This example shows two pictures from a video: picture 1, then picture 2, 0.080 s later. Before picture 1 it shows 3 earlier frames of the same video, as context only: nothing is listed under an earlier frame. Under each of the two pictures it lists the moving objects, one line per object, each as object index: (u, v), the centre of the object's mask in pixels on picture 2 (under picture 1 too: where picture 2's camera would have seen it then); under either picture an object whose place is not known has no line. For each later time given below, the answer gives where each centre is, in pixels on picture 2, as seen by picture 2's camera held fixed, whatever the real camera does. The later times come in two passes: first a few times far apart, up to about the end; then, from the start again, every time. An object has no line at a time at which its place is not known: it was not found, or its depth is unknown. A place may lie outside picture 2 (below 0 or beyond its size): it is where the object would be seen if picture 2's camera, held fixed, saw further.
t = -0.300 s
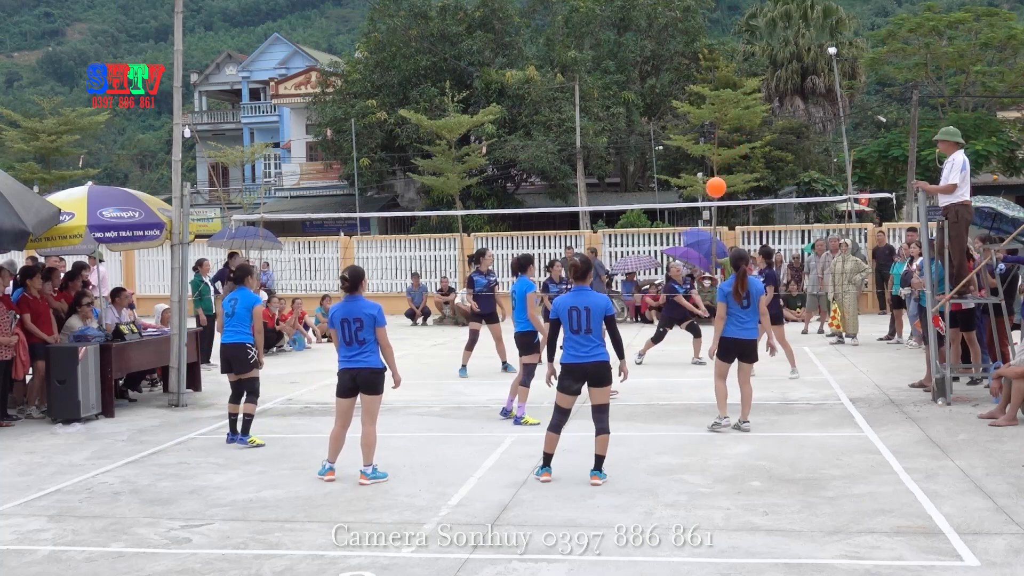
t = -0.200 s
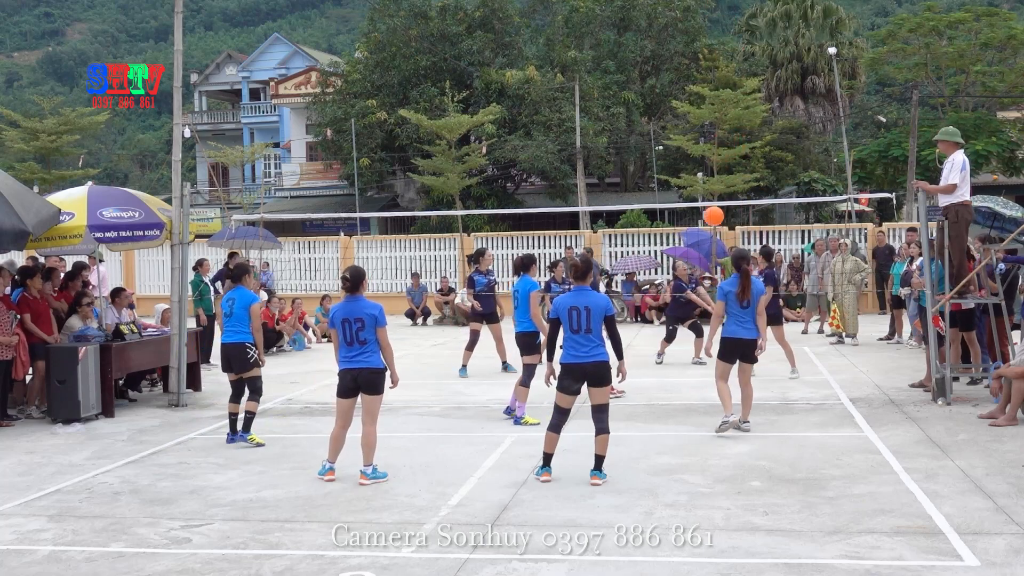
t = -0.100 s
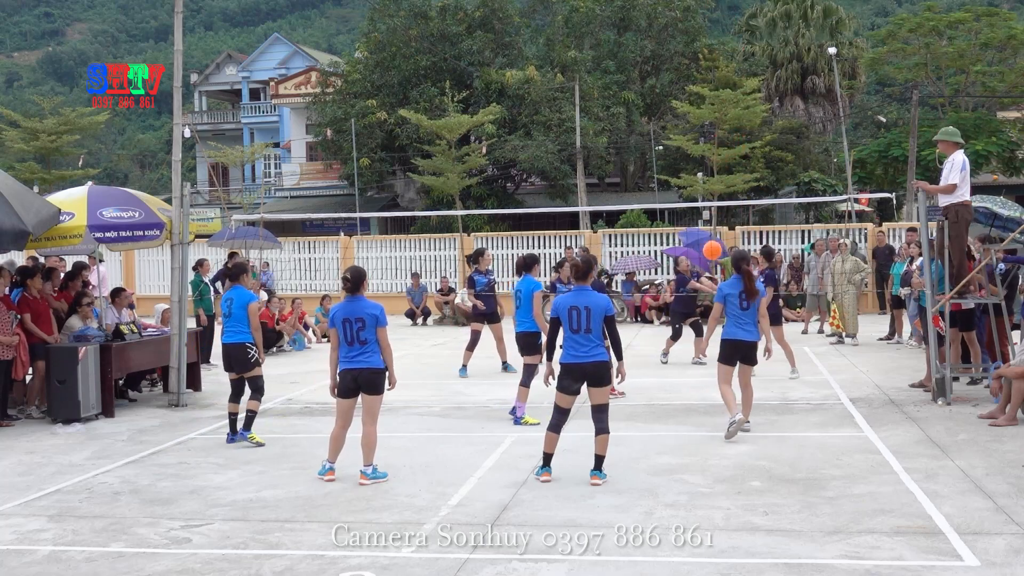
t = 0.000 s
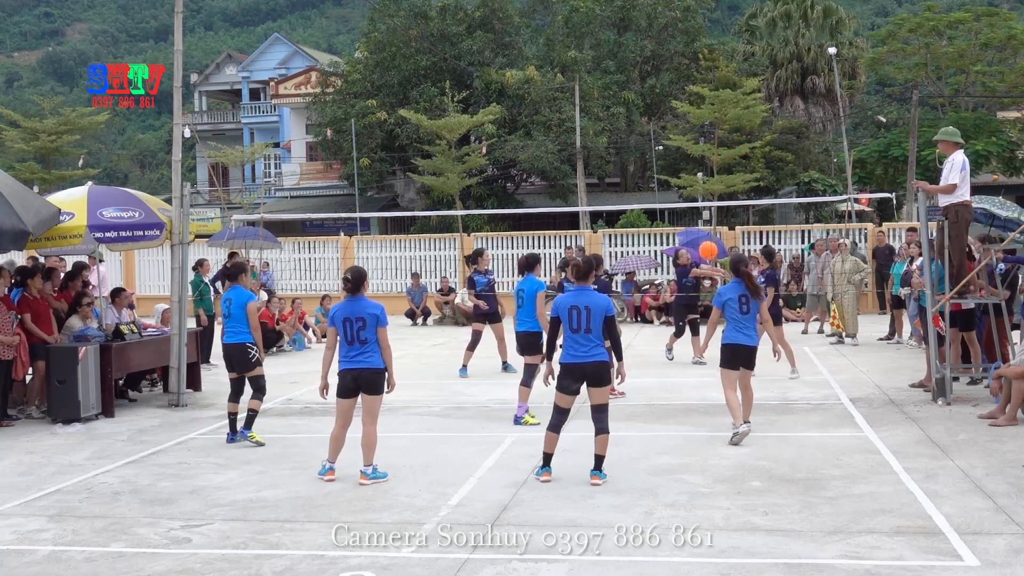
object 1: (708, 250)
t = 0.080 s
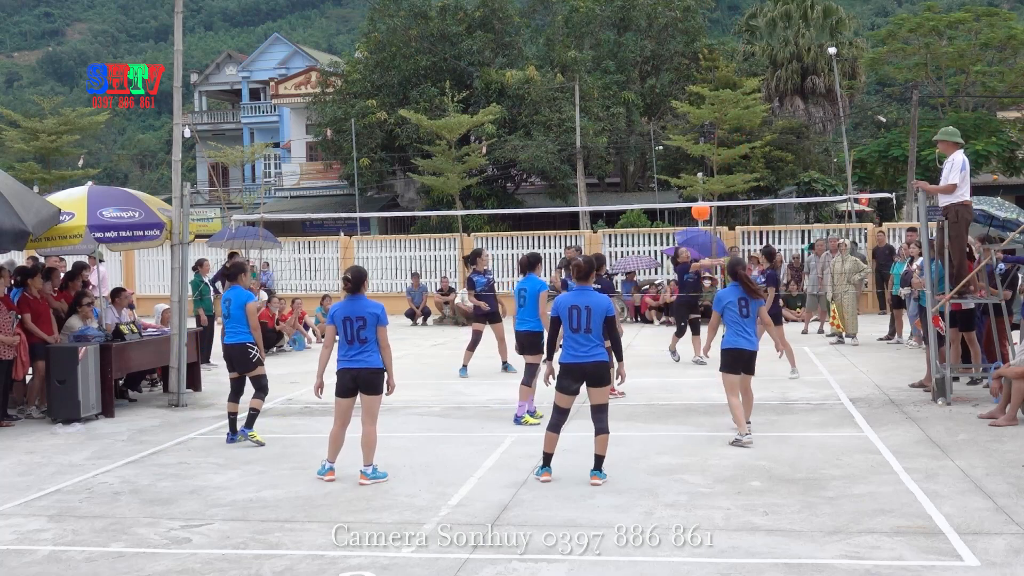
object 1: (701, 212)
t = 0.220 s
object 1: (689, 153)
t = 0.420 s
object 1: (673, 97)
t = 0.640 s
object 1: (656, 72)
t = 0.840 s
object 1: (640, 84)
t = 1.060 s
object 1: (625, 135)
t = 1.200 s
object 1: (615, 188)
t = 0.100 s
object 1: (699, 201)
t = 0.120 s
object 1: (697, 193)
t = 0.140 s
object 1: (696, 184)
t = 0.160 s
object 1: (694, 176)
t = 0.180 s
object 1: (692, 168)
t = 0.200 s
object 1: (690, 160)
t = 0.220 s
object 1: (689, 153)
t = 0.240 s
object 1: (687, 146)
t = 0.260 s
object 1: (686, 139)
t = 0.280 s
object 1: (684, 133)
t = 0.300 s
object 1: (682, 127)
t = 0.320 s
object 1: (681, 121)
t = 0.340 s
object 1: (679, 116)
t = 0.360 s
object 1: (677, 111)
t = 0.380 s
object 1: (676, 106)
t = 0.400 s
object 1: (675, 101)
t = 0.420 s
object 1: (673, 97)
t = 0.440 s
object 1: (671, 93)
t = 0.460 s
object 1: (670, 90)
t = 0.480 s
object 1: (668, 87)
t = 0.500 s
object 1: (667, 84)
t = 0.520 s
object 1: (665, 81)
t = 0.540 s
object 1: (664, 79)
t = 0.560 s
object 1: (662, 77)
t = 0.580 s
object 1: (661, 75)
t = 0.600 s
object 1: (659, 74)
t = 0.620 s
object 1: (657, 73)
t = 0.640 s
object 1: (656, 72)
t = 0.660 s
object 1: (654, 72)
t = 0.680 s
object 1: (653, 72)
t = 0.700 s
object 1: (651, 72)
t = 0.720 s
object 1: (649, 73)
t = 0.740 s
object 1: (648, 74)
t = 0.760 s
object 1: (646, 75)
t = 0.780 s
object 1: (645, 77)
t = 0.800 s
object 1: (643, 79)
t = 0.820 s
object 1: (642, 81)
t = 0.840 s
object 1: (640, 84)
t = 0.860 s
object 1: (639, 87)
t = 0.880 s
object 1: (637, 90)
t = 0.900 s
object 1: (636, 94)
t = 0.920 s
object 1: (634, 98)
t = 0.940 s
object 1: (633, 102)
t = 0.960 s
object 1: (632, 107)
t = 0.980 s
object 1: (630, 112)
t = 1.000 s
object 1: (629, 117)
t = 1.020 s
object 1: (627, 123)
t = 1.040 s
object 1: (626, 129)
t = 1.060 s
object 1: (625, 135)
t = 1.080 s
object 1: (623, 142)
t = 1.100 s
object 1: (622, 149)
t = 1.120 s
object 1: (620, 156)
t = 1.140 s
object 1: (619, 164)
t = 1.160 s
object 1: (618, 171)
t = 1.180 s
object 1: (616, 180)
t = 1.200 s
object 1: (615, 188)
